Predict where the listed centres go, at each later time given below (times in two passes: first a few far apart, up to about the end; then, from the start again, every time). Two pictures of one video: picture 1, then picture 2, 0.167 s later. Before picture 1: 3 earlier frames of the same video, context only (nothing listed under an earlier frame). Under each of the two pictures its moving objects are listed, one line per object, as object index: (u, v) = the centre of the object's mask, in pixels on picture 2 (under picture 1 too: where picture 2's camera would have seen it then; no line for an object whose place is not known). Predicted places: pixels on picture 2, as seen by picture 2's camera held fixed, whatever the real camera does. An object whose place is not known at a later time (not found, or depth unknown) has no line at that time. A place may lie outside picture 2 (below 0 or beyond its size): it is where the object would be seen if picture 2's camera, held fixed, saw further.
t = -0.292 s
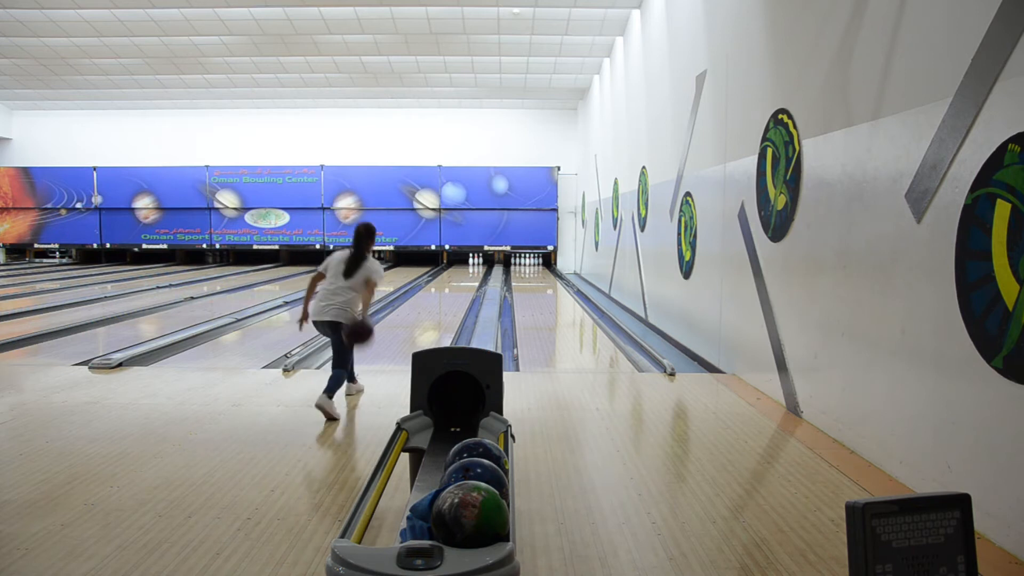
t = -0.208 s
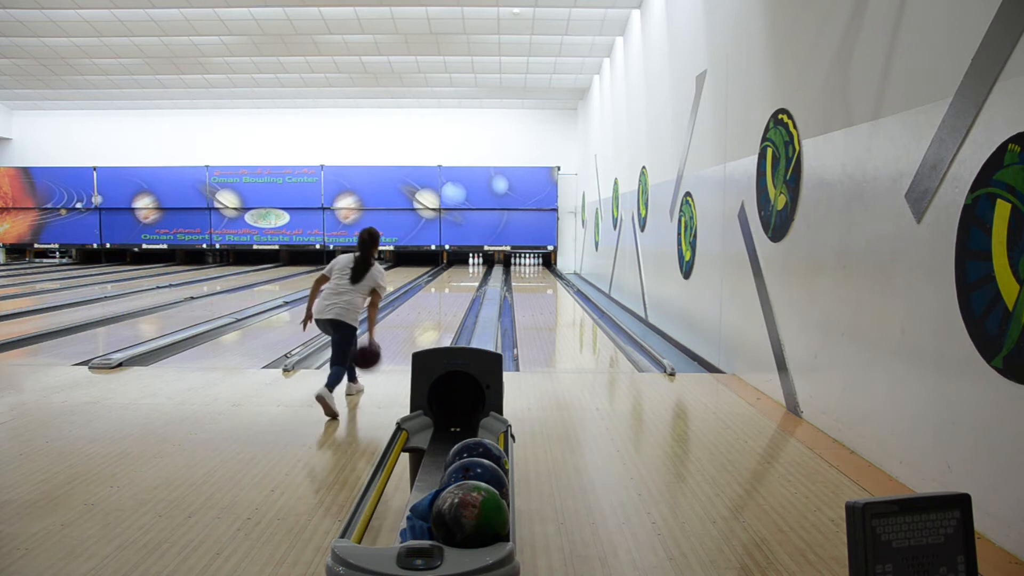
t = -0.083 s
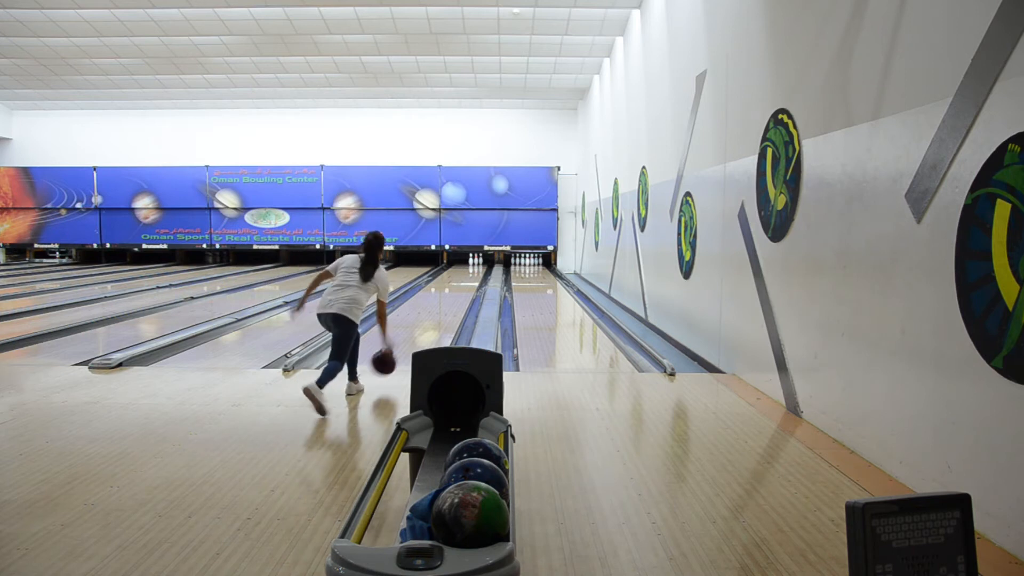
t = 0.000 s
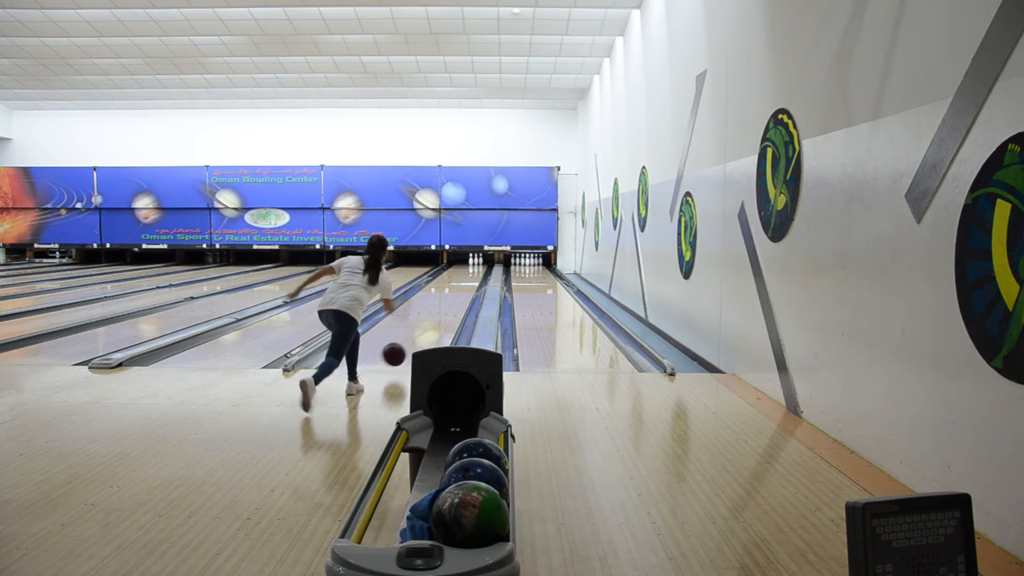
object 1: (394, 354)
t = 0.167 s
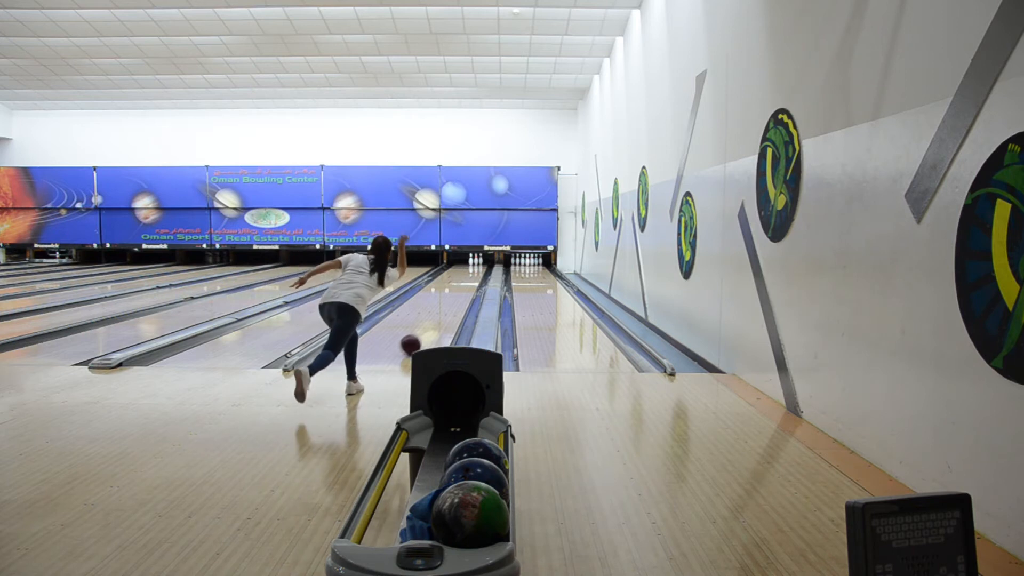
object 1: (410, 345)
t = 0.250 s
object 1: (417, 338)
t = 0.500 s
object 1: (433, 321)
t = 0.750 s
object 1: (445, 308)
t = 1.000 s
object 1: (454, 299)
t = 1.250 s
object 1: (460, 291)
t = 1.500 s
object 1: (466, 285)
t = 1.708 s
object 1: (469, 280)
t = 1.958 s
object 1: (473, 276)
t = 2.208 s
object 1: (475, 273)
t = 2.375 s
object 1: (477, 270)
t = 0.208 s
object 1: (414, 341)
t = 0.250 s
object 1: (417, 338)
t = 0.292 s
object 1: (420, 335)
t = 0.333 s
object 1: (423, 331)
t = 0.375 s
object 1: (426, 329)
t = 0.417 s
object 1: (429, 326)
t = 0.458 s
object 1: (431, 323)
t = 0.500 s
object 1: (433, 321)
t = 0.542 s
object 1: (436, 319)
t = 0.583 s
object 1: (438, 316)
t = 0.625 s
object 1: (440, 314)
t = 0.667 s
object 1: (442, 312)
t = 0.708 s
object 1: (443, 310)
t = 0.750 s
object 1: (445, 308)
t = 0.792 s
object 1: (446, 307)
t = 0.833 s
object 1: (448, 305)
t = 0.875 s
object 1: (450, 303)
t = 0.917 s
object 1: (451, 302)
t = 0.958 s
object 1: (452, 300)
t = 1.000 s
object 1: (454, 299)
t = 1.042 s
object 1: (455, 297)
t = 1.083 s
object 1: (456, 296)
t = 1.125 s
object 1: (457, 295)
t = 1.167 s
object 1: (458, 294)
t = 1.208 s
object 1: (459, 292)
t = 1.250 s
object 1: (460, 291)
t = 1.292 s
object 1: (461, 290)
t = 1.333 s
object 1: (462, 289)
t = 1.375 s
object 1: (463, 288)
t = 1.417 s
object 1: (464, 287)
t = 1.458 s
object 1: (465, 286)
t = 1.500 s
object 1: (466, 285)
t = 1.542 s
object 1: (467, 284)
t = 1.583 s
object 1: (467, 283)
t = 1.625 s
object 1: (468, 282)
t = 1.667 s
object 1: (469, 281)
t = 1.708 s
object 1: (469, 280)
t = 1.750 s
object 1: (470, 280)
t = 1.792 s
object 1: (471, 279)
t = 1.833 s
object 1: (471, 278)
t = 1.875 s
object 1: (472, 278)
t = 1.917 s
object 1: (473, 277)
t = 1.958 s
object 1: (473, 276)
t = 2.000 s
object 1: (474, 276)
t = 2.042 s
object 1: (474, 275)
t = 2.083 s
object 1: (474, 274)
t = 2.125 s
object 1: (475, 274)
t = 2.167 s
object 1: (475, 273)
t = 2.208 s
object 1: (475, 273)
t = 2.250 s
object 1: (476, 272)
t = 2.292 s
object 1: (477, 272)
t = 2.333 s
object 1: (477, 271)
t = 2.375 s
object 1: (477, 270)
